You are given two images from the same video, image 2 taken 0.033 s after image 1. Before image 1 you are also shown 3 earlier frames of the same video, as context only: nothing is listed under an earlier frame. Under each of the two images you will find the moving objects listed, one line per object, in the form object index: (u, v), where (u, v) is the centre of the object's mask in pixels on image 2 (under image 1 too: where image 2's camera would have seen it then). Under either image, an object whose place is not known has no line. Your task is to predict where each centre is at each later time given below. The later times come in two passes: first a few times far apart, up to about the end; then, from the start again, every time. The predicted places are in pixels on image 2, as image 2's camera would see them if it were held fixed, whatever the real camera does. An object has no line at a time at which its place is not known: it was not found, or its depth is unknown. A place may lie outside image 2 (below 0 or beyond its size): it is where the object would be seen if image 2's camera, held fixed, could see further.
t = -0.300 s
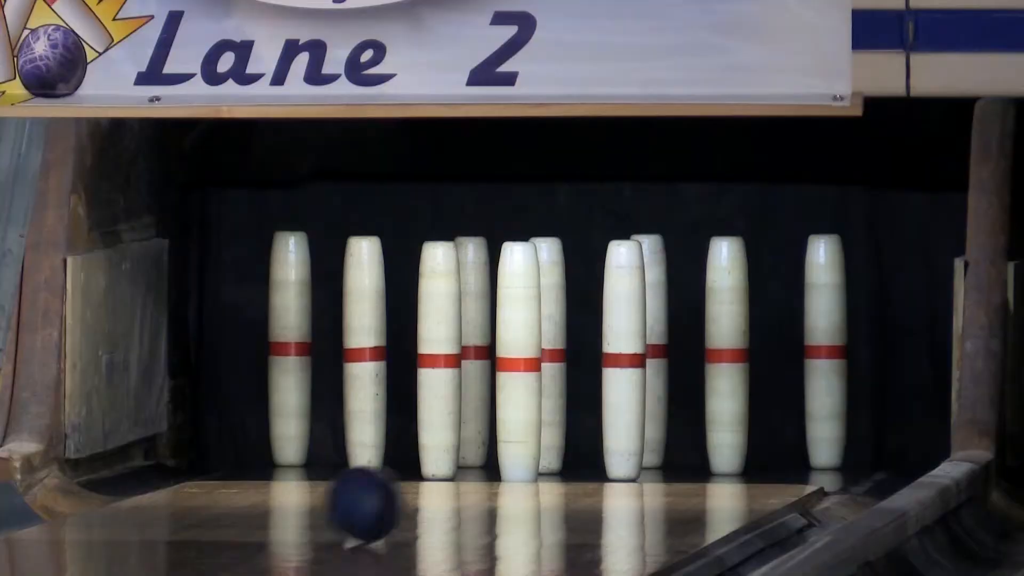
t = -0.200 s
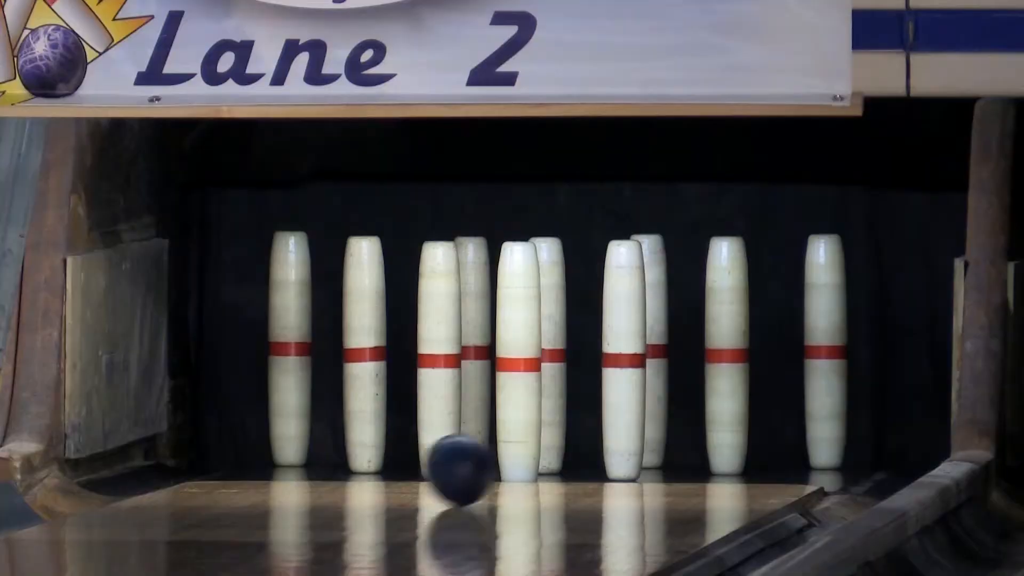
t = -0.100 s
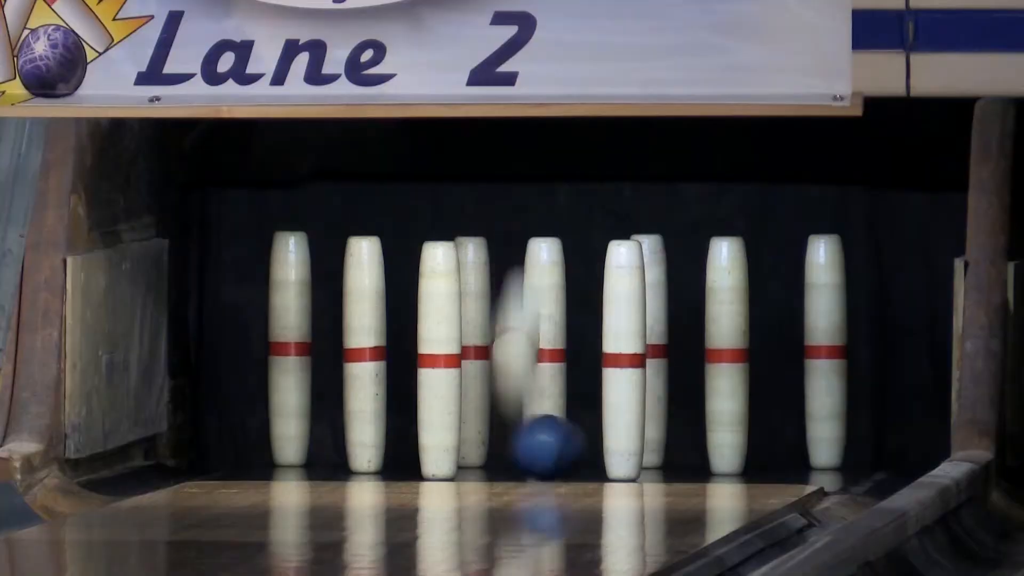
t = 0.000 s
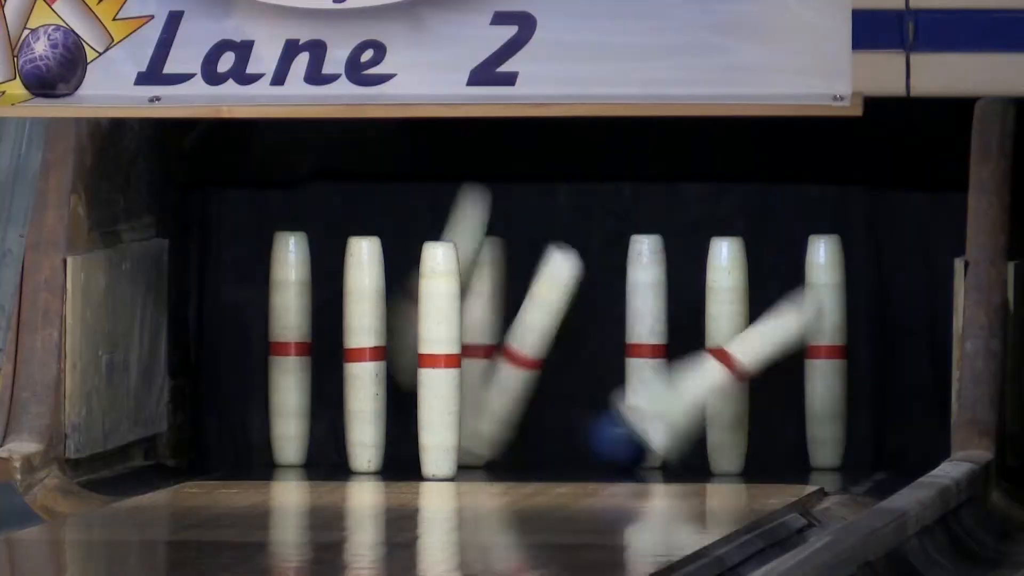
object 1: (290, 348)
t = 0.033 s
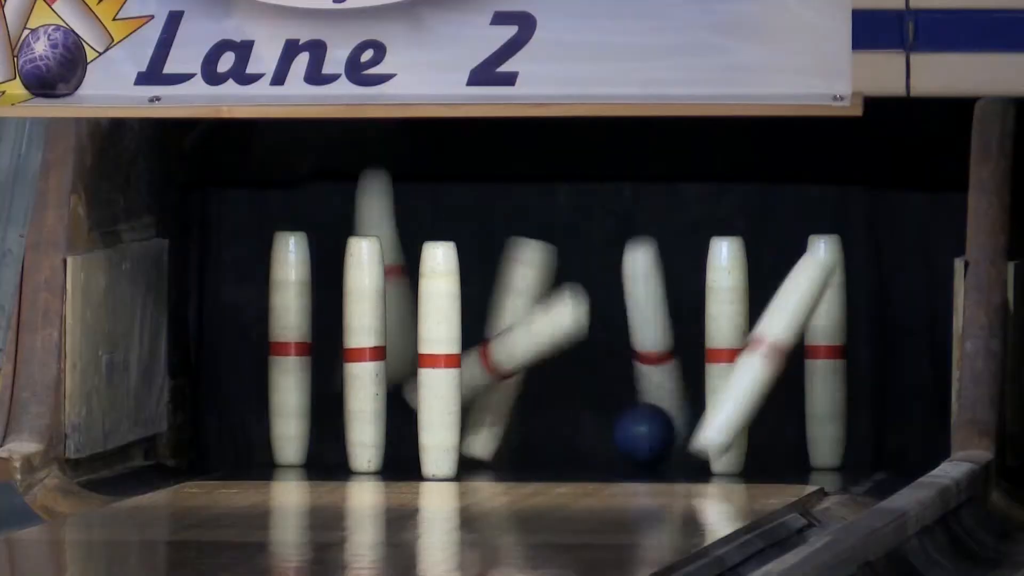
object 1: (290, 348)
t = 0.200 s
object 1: (283, 347)
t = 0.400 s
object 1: (230, 350)
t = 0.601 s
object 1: (207, 357)
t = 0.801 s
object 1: (258, 423)
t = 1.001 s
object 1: (262, 441)
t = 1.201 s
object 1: (252, 443)
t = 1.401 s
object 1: (251, 444)
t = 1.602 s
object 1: (244, 445)
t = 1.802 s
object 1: (236, 445)
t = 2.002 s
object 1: (224, 447)
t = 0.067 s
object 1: (290, 348)
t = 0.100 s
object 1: (290, 348)
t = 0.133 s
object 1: (290, 348)
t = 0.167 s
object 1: (290, 348)
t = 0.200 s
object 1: (283, 347)
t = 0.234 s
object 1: (273, 347)
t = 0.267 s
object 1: (265, 346)
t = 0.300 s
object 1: (256, 346)
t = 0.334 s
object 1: (248, 346)
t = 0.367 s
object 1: (239, 347)
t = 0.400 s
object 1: (230, 350)
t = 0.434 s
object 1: (213, 350)
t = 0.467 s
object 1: (207, 353)
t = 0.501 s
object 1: (201, 352)
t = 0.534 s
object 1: (196, 357)
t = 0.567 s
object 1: (199, 353)
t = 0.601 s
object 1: (207, 357)
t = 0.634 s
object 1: (217, 360)
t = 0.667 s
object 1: (228, 363)
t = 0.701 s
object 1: (240, 371)
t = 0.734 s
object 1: (252, 381)
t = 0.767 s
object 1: (257, 401)
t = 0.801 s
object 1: (258, 423)
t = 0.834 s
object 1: (259, 441)
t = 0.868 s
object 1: (260, 435)
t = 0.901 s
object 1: (263, 430)
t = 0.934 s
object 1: (266, 431)
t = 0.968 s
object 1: (265, 438)
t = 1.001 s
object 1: (262, 441)
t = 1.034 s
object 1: (257, 441)
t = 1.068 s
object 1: (253, 442)
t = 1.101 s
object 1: (249, 443)
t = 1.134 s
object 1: (251, 443)
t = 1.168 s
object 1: (251, 443)
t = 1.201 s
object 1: (252, 443)
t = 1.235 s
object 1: (251, 443)
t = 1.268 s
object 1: (251, 443)
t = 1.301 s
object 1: (252, 443)
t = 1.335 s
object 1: (252, 444)
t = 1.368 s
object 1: (251, 444)
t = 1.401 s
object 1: (251, 444)
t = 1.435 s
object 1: (251, 444)
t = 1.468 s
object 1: (250, 444)
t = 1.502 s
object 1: (249, 444)
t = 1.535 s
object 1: (248, 444)
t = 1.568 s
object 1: (246, 445)
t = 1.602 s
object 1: (244, 445)
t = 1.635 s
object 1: (243, 445)
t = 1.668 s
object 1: (242, 445)
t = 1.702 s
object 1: (240, 445)
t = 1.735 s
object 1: (239, 445)
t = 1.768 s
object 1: (238, 445)
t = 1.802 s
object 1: (236, 445)
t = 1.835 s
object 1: (234, 446)
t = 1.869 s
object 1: (232, 446)
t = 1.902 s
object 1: (231, 446)
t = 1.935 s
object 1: (228, 446)
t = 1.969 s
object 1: (226, 447)
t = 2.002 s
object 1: (224, 447)
